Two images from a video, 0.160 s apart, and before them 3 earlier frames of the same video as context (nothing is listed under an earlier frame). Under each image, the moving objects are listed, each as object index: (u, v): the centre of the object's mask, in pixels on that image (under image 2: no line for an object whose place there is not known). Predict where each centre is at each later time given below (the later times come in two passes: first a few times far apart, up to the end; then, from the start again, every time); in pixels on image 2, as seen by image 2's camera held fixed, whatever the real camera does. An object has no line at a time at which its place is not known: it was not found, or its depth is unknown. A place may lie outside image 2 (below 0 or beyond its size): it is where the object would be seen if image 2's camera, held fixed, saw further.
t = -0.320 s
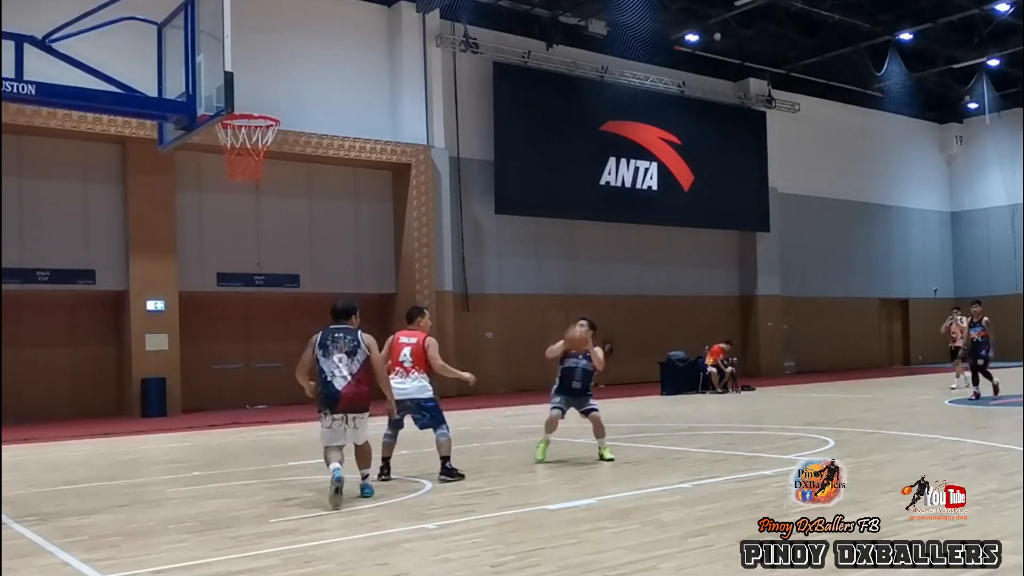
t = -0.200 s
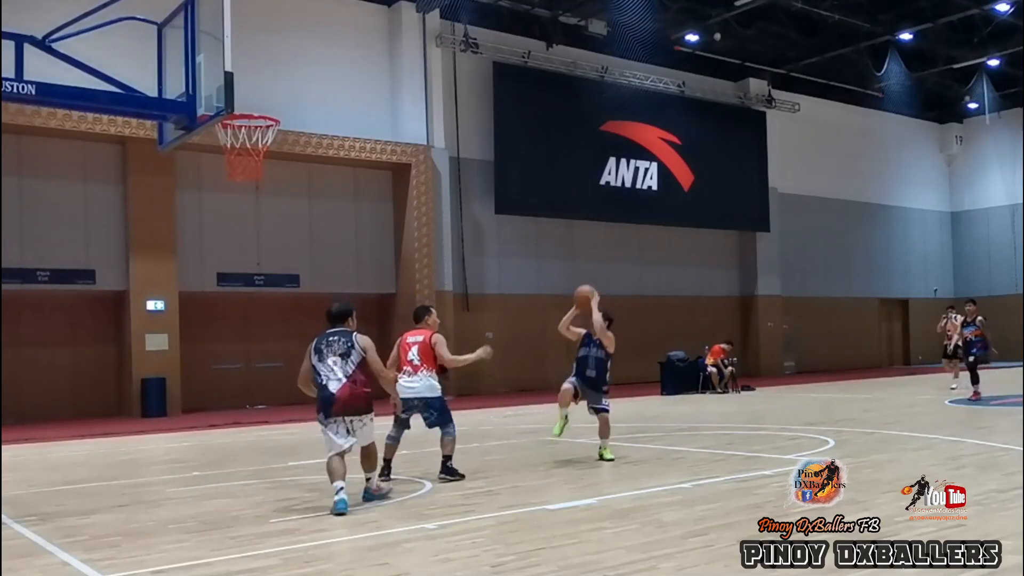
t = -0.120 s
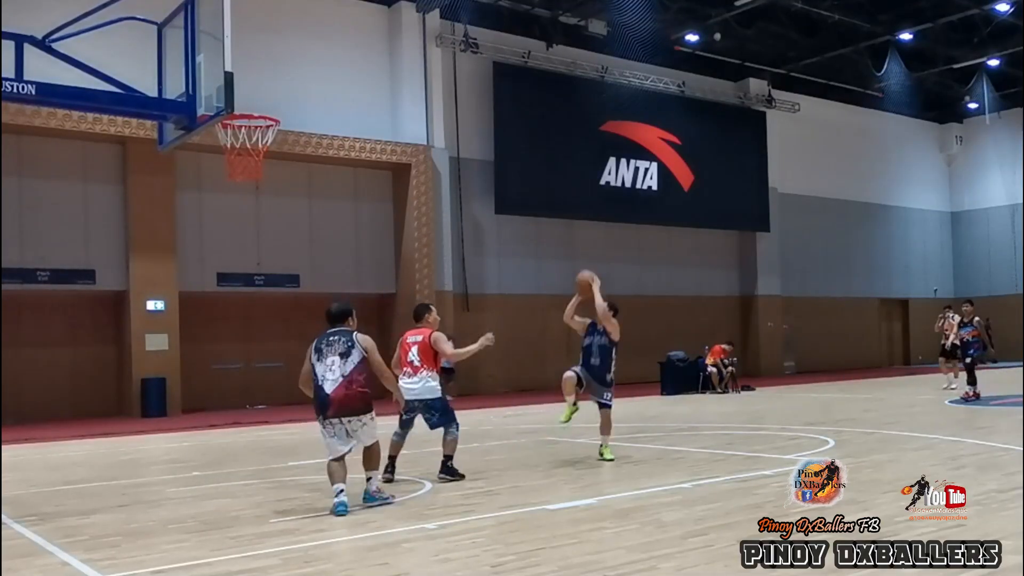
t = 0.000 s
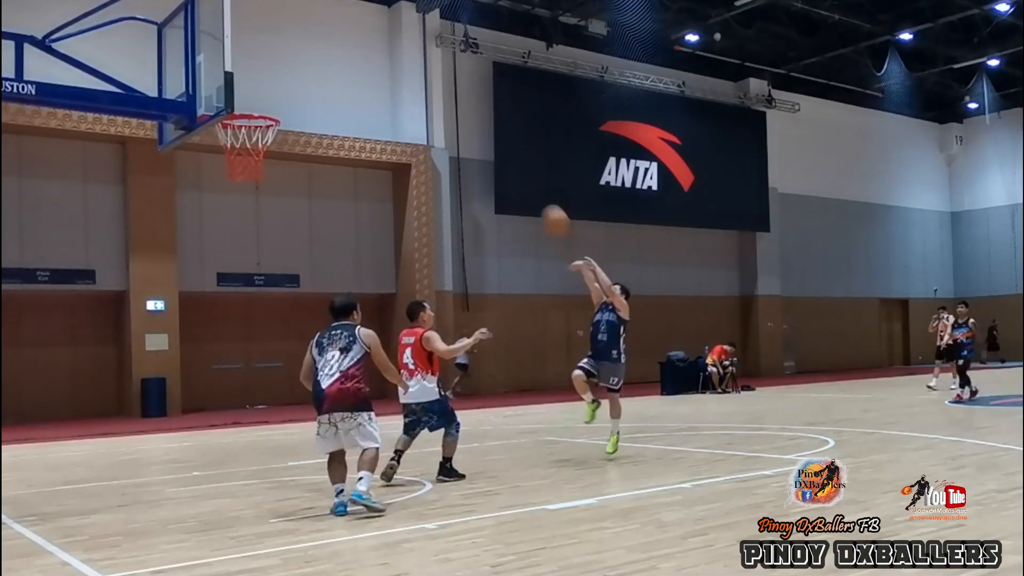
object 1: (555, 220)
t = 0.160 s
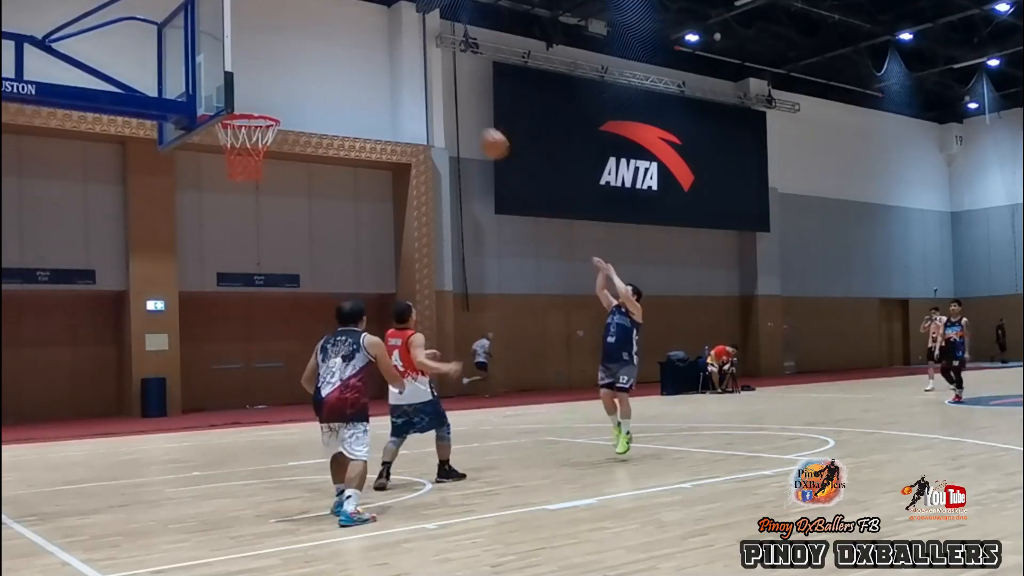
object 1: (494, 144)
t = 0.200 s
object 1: (481, 130)
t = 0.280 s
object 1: (455, 108)
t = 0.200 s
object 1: (481, 130)
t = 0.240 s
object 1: (468, 118)
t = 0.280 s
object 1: (455, 108)
